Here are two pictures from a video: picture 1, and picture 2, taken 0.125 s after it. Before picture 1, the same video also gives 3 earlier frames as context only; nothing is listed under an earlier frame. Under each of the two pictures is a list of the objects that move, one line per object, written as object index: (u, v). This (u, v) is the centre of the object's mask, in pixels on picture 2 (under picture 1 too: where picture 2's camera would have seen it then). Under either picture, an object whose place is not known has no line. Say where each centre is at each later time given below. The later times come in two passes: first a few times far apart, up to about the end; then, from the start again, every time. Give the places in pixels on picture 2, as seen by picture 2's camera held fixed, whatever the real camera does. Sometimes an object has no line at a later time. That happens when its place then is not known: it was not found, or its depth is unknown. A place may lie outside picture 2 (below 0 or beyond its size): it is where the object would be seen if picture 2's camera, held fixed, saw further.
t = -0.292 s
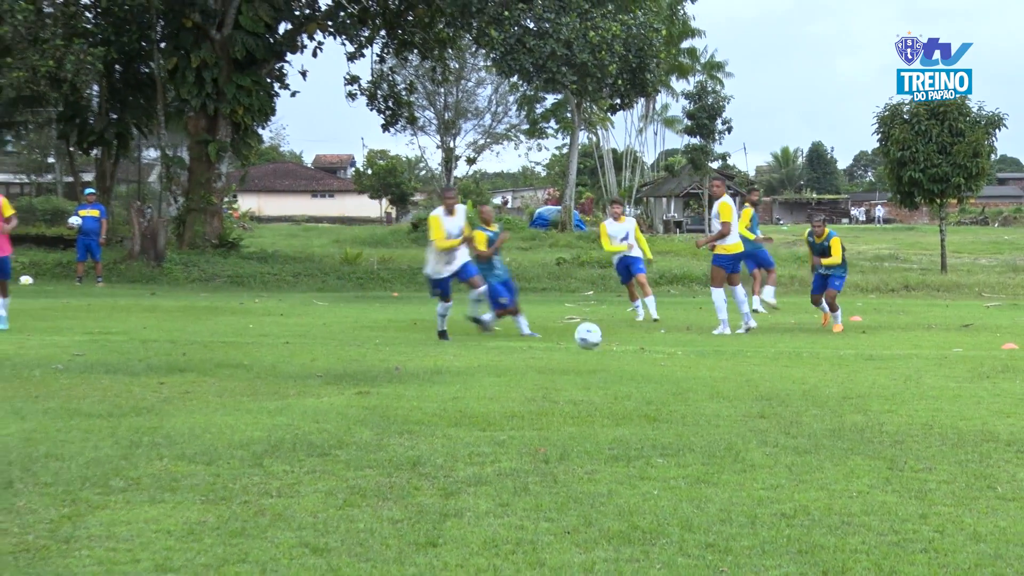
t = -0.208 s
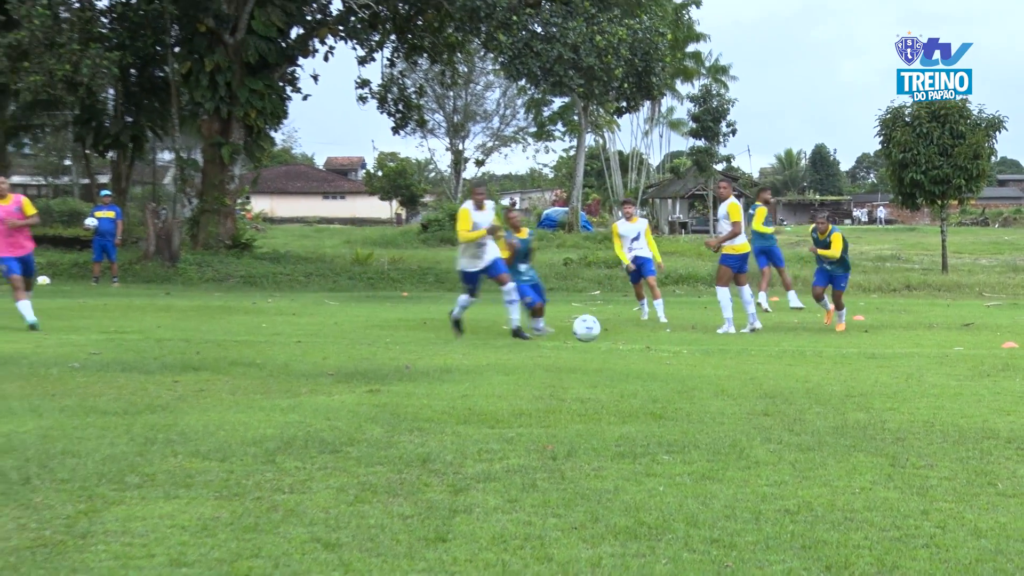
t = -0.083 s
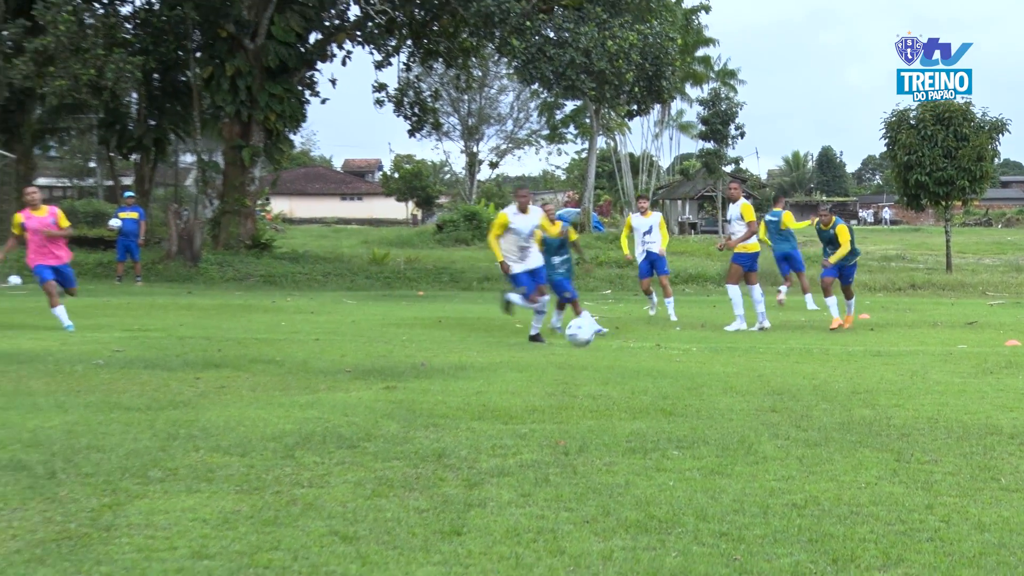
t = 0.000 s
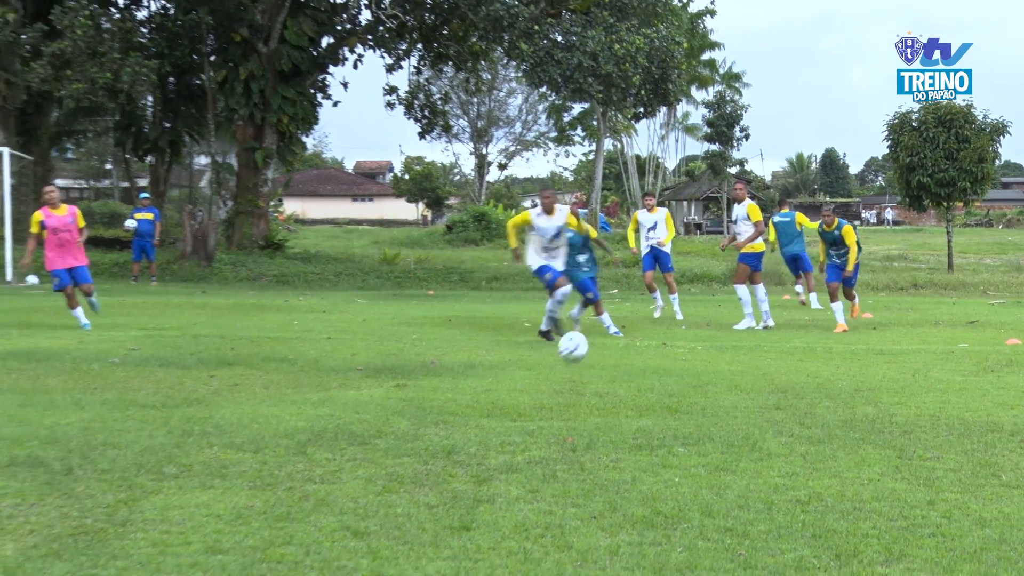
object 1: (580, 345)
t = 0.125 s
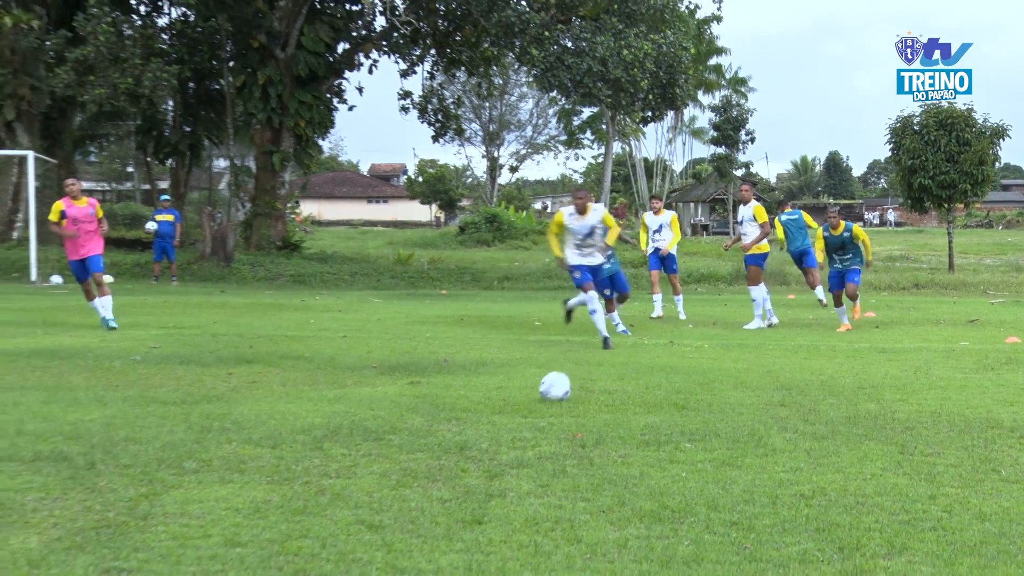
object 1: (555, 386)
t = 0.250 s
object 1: (534, 383)
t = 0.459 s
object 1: (494, 413)
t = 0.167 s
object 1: (548, 386)
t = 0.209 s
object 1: (541, 383)
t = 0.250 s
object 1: (534, 383)
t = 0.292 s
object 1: (526, 386)
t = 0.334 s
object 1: (518, 391)
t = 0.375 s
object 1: (509, 399)
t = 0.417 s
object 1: (500, 410)
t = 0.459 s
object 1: (494, 413)
